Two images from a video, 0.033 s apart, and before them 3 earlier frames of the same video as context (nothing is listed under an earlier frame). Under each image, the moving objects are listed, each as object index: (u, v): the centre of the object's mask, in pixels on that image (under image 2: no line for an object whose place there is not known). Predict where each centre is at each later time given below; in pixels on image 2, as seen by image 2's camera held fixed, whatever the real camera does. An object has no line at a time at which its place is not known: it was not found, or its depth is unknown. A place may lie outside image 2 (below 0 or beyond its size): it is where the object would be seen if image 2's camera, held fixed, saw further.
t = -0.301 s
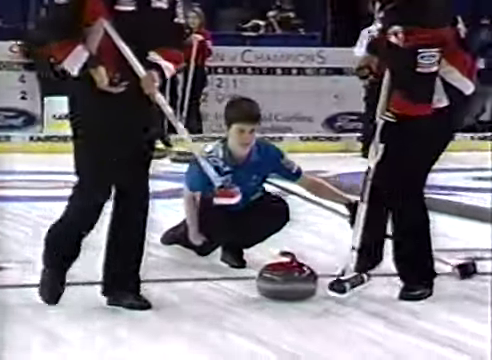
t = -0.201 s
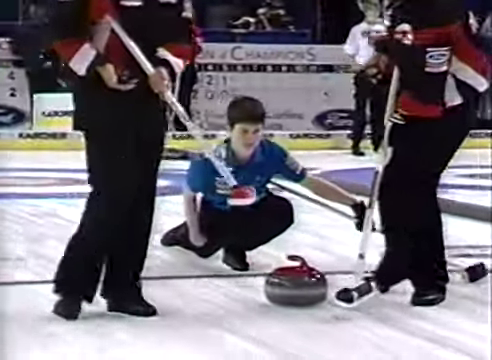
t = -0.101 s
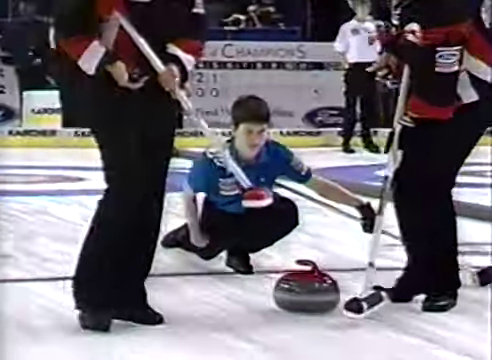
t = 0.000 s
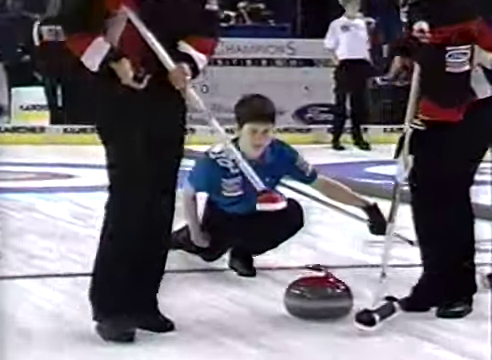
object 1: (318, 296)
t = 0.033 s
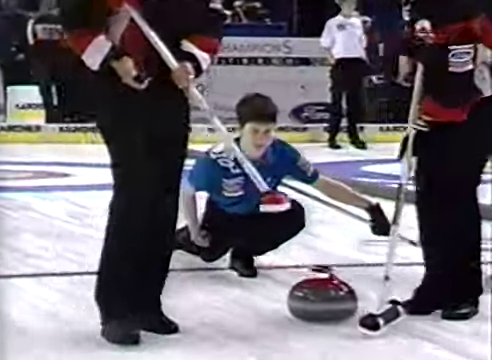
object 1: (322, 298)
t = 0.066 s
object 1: (329, 300)
